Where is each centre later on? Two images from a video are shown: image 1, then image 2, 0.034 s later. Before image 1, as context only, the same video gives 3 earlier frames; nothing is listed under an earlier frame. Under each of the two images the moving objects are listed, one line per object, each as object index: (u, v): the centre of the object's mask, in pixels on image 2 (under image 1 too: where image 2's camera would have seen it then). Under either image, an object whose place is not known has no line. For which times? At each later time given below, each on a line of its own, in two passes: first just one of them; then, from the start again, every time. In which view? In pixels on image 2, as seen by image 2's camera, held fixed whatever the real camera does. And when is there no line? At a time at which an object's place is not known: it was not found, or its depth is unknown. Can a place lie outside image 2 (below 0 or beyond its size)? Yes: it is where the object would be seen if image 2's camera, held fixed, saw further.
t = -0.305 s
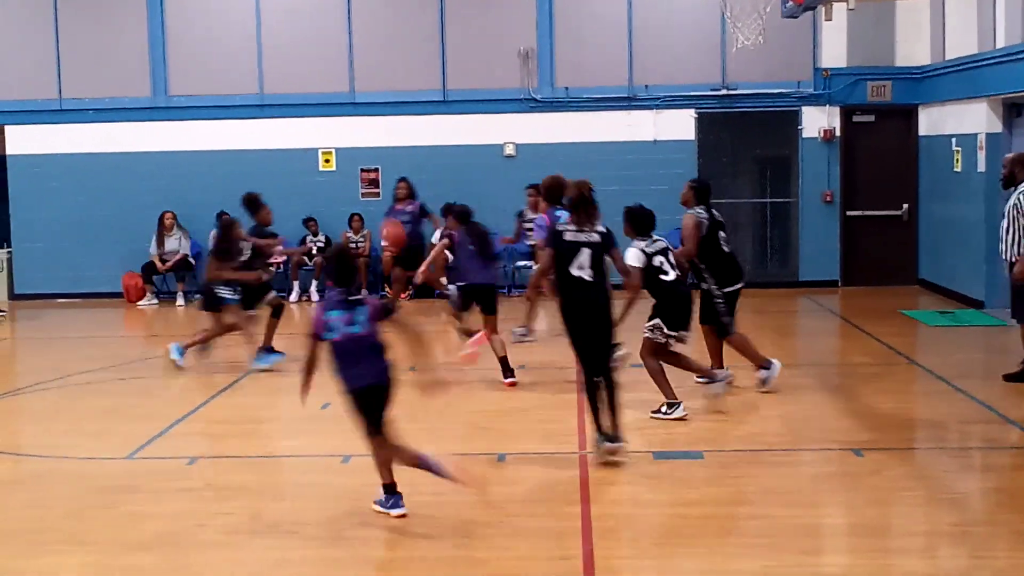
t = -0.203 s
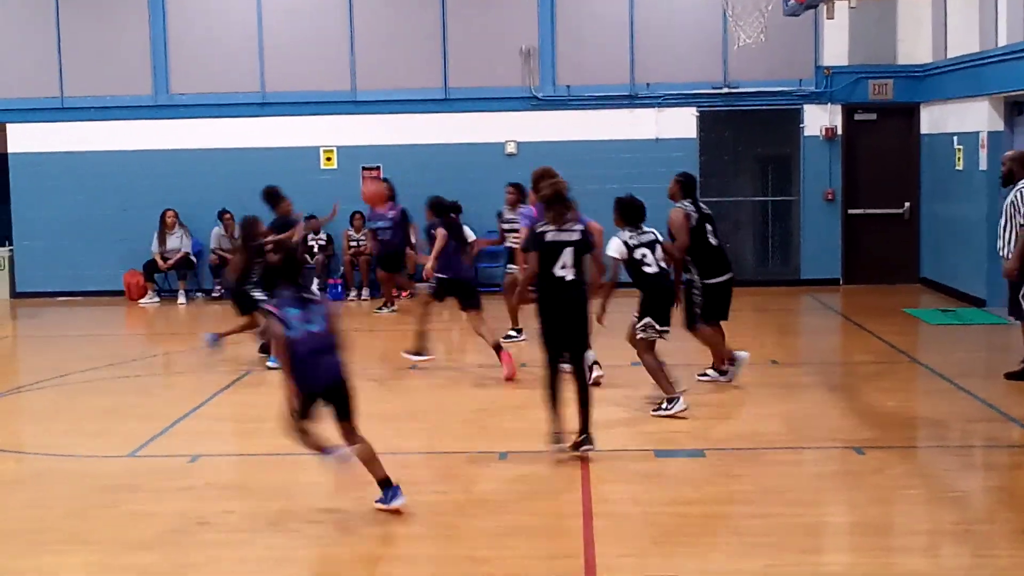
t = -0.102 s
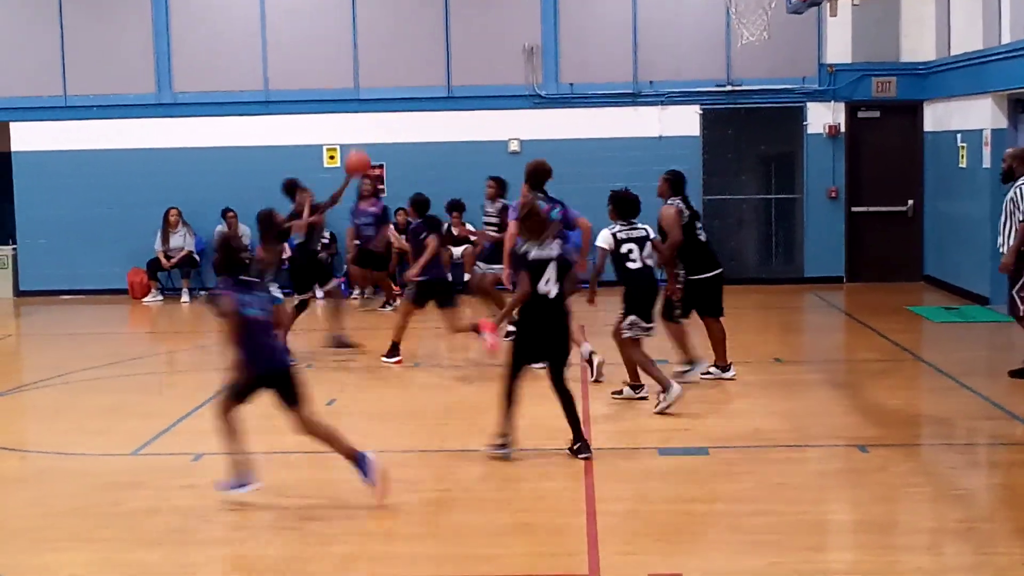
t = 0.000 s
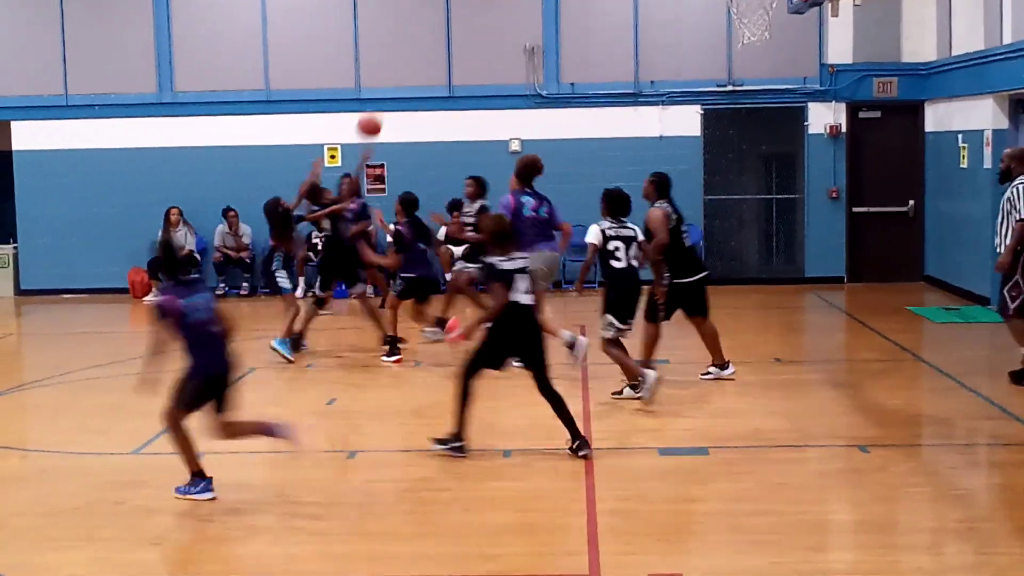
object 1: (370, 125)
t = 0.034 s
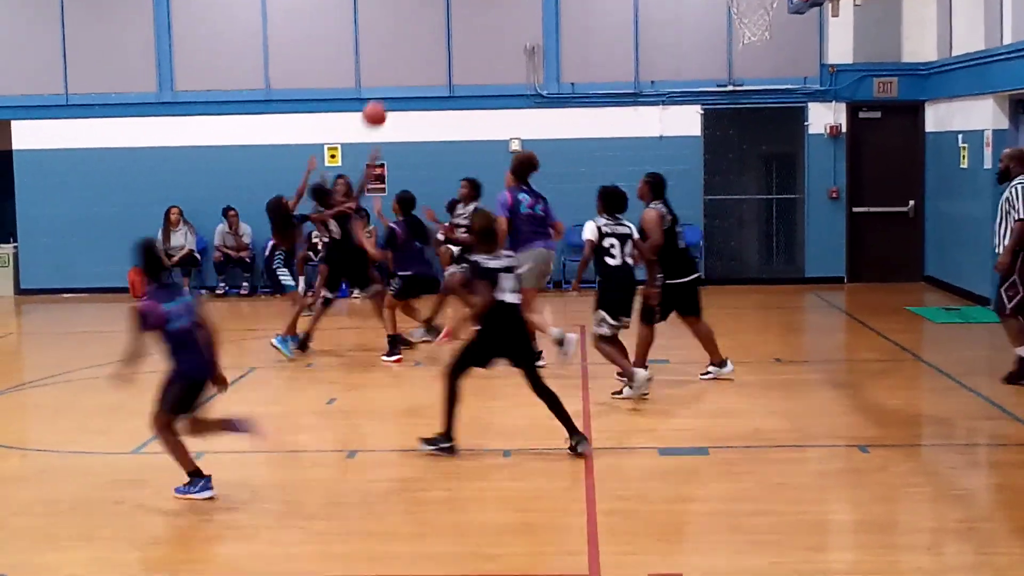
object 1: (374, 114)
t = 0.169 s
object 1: (394, 87)
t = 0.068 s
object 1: (379, 105)
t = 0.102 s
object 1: (384, 99)
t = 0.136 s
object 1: (389, 93)
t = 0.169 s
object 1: (394, 87)
